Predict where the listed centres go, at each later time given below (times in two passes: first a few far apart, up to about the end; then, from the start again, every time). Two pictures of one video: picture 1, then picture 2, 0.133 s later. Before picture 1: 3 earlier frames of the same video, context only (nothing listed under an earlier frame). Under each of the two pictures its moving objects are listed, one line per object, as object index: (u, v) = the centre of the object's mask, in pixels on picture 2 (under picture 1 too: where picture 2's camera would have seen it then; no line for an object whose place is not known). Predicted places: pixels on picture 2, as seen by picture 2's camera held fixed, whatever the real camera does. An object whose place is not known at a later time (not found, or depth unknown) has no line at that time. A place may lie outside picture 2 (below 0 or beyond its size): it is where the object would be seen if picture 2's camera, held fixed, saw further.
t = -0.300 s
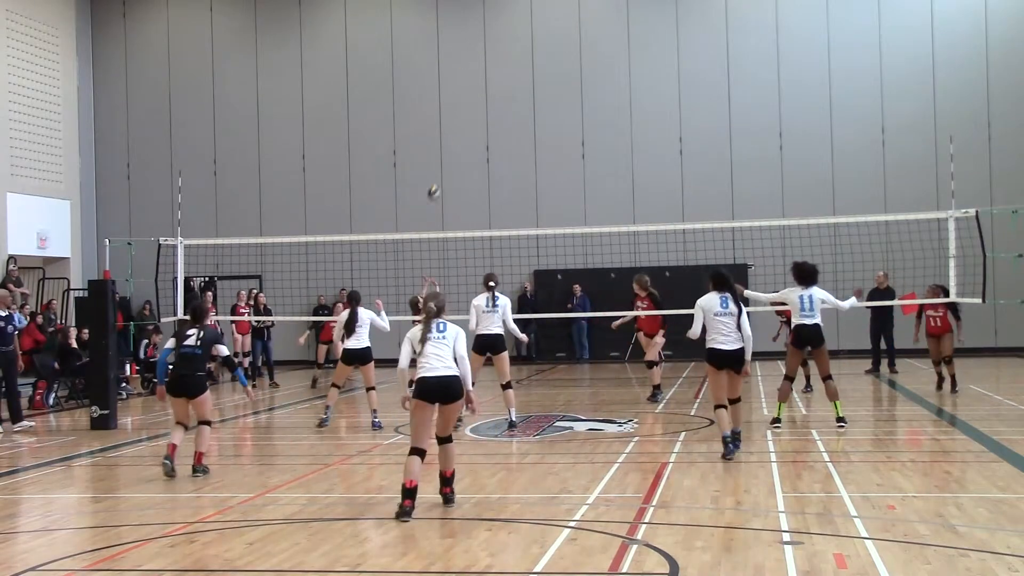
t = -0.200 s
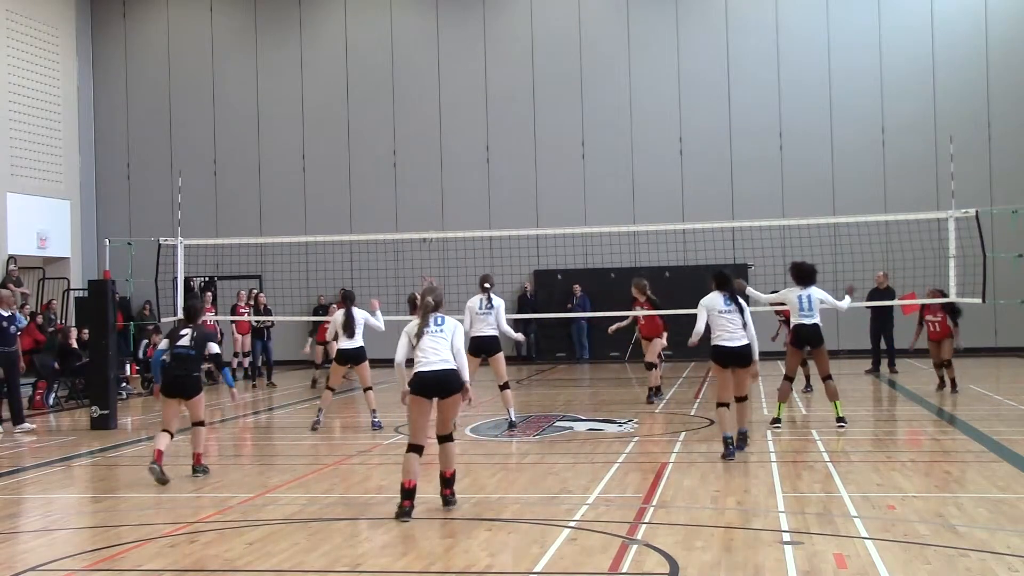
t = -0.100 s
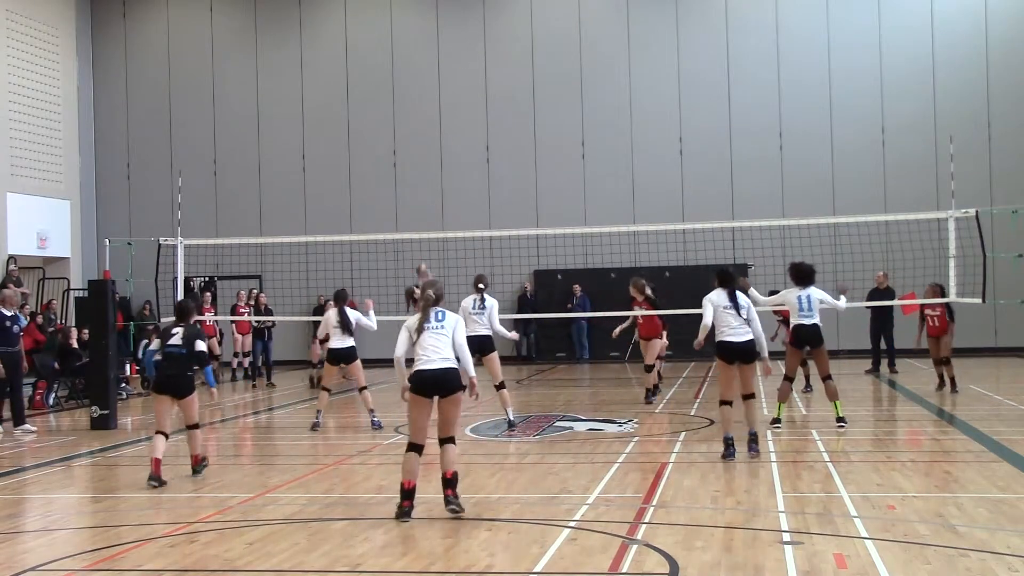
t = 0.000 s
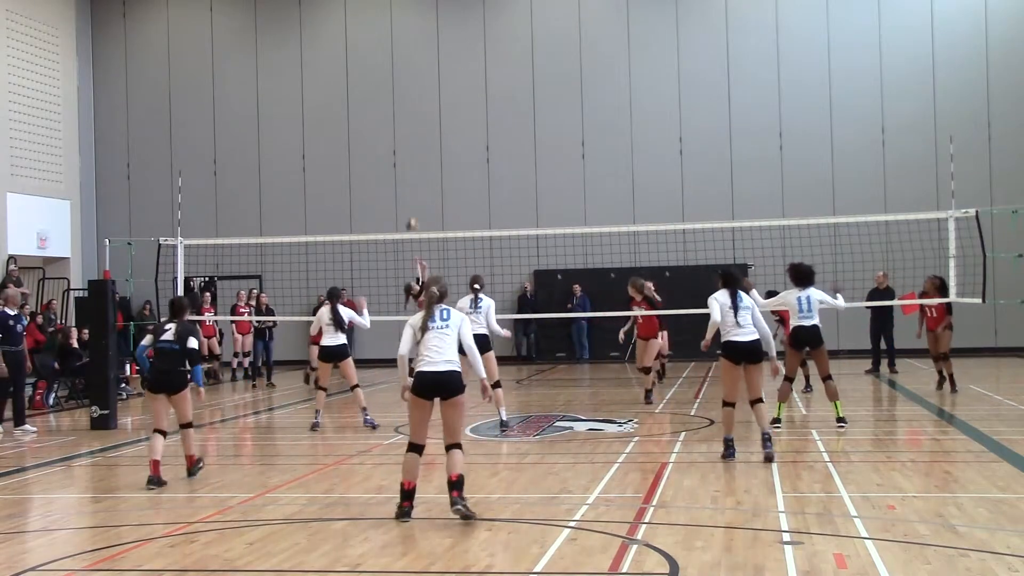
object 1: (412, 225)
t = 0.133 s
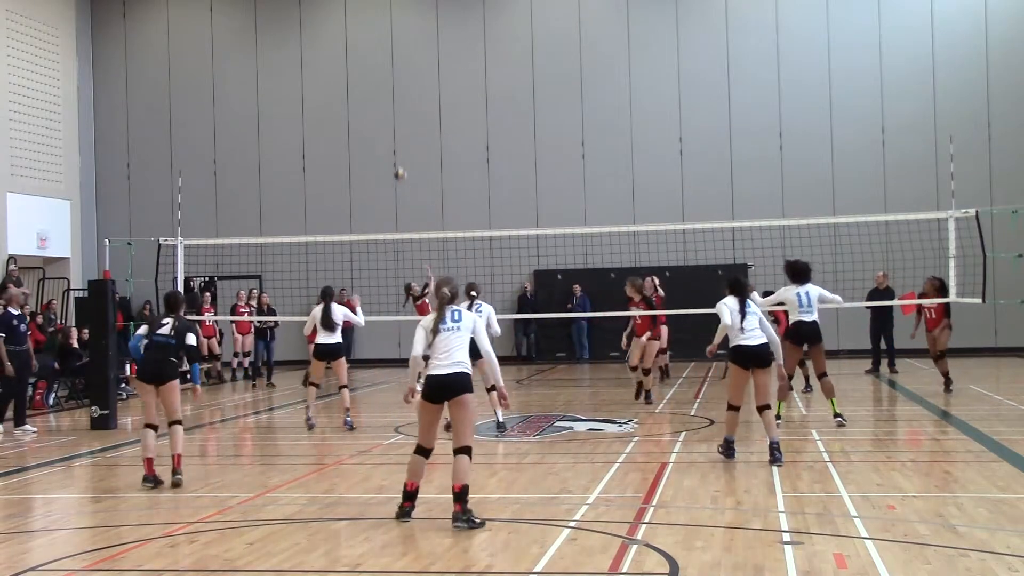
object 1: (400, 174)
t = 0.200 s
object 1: (394, 153)
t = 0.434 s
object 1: (375, 100)
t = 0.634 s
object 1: (359, 82)
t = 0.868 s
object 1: (341, 92)
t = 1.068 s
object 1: (327, 128)
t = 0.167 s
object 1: (398, 162)
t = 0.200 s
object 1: (394, 153)
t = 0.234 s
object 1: (392, 143)
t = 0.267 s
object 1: (389, 134)
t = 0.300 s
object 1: (386, 126)
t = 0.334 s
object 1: (383, 118)
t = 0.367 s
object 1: (380, 111)
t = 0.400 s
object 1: (377, 105)
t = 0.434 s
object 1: (375, 100)
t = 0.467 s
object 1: (372, 95)
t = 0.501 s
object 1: (369, 91)
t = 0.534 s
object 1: (367, 88)
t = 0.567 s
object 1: (364, 85)
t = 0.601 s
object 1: (361, 83)
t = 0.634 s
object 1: (359, 82)
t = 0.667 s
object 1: (356, 82)
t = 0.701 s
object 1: (354, 82)
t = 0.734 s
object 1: (351, 82)
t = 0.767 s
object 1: (349, 84)
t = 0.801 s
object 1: (346, 86)
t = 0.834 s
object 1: (344, 89)
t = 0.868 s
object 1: (341, 92)
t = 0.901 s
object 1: (339, 97)
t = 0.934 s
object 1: (337, 101)
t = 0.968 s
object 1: (334, 107)
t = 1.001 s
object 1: (332, 114)
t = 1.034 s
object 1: (329, 120)
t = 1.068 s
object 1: (327, 128)
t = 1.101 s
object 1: (325, 136)
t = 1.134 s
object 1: (323, 146)
